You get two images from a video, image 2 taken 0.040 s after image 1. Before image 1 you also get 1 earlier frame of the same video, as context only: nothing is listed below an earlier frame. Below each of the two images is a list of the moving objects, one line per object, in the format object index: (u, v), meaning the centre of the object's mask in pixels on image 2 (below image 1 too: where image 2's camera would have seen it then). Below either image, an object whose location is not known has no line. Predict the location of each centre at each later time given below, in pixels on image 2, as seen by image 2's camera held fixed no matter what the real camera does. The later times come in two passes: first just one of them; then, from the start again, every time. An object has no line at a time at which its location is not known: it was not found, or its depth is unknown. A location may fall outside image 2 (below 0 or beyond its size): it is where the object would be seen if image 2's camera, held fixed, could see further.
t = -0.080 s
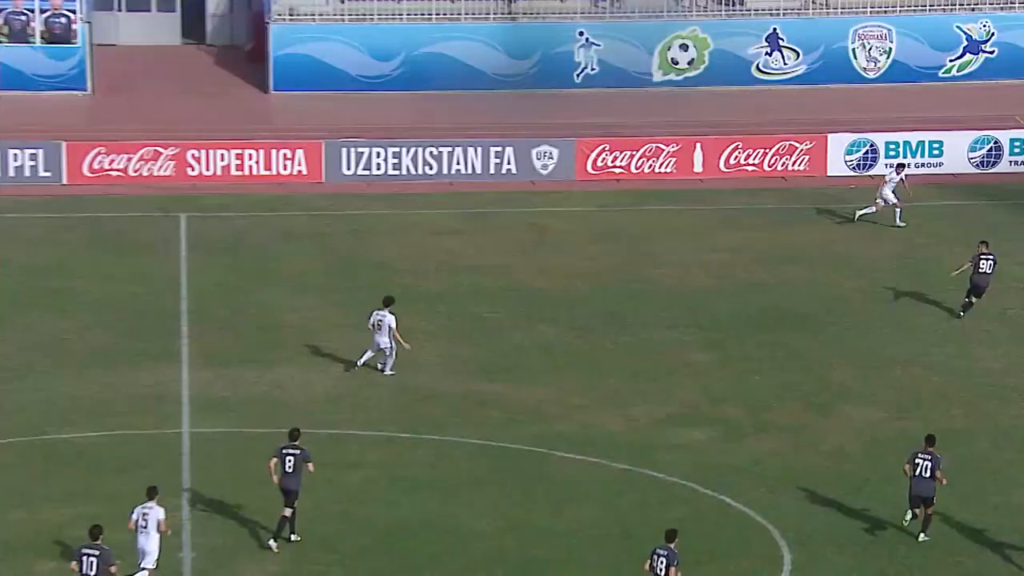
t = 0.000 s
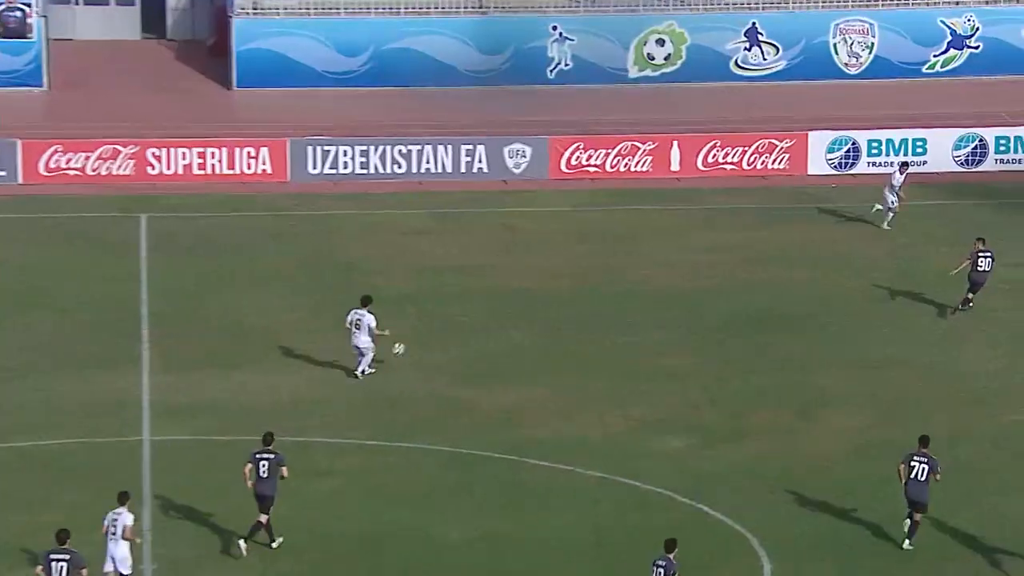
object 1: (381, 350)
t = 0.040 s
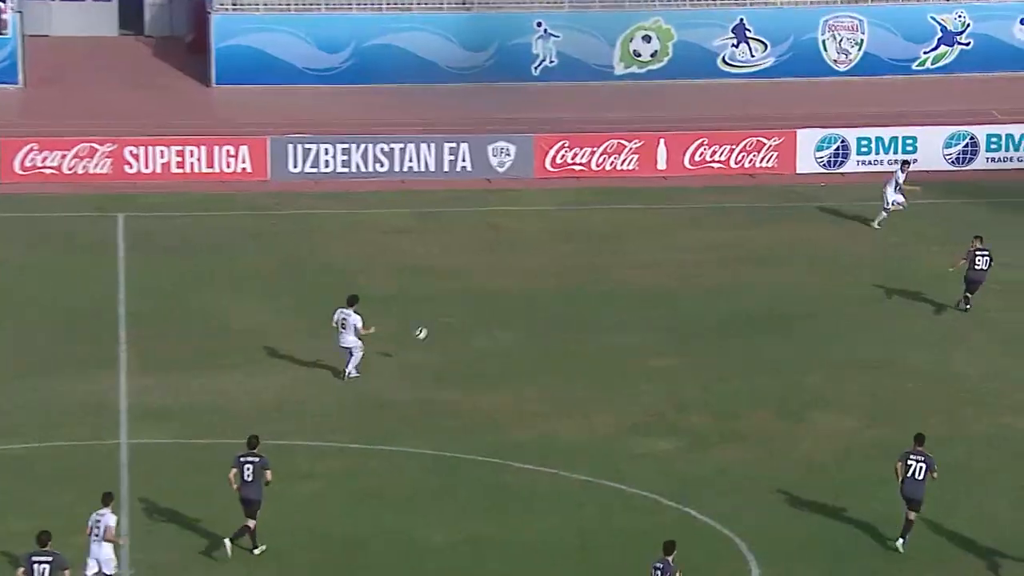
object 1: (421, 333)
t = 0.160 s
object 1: (537, 287)
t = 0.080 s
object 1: (460, 317)
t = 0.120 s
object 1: (499, 302)
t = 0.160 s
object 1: (537, 287)
